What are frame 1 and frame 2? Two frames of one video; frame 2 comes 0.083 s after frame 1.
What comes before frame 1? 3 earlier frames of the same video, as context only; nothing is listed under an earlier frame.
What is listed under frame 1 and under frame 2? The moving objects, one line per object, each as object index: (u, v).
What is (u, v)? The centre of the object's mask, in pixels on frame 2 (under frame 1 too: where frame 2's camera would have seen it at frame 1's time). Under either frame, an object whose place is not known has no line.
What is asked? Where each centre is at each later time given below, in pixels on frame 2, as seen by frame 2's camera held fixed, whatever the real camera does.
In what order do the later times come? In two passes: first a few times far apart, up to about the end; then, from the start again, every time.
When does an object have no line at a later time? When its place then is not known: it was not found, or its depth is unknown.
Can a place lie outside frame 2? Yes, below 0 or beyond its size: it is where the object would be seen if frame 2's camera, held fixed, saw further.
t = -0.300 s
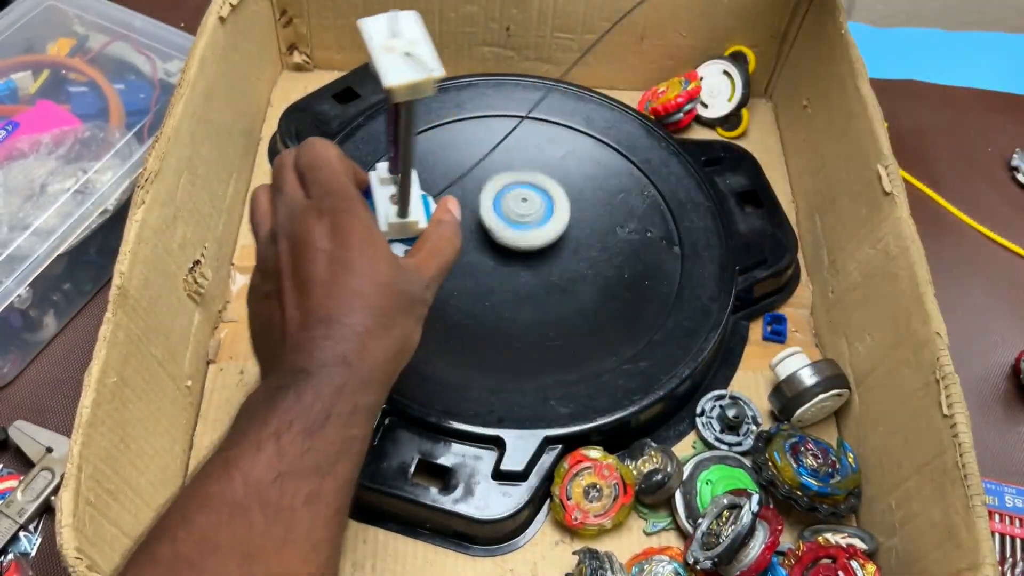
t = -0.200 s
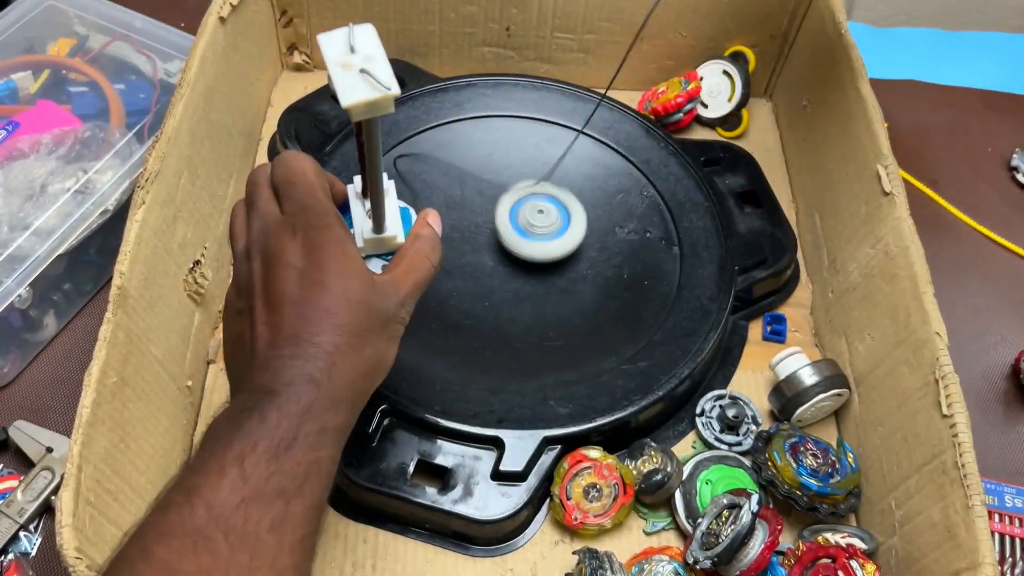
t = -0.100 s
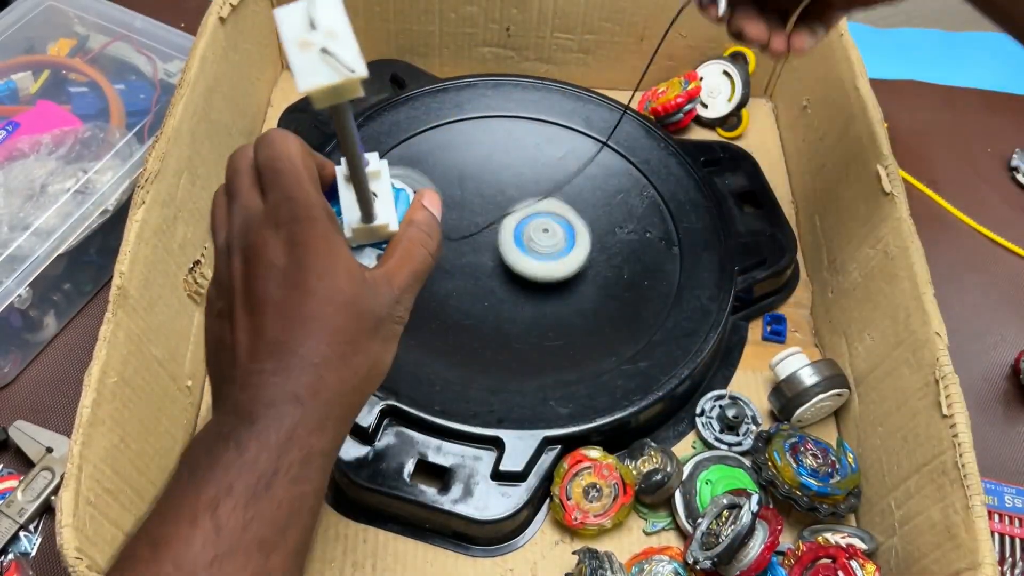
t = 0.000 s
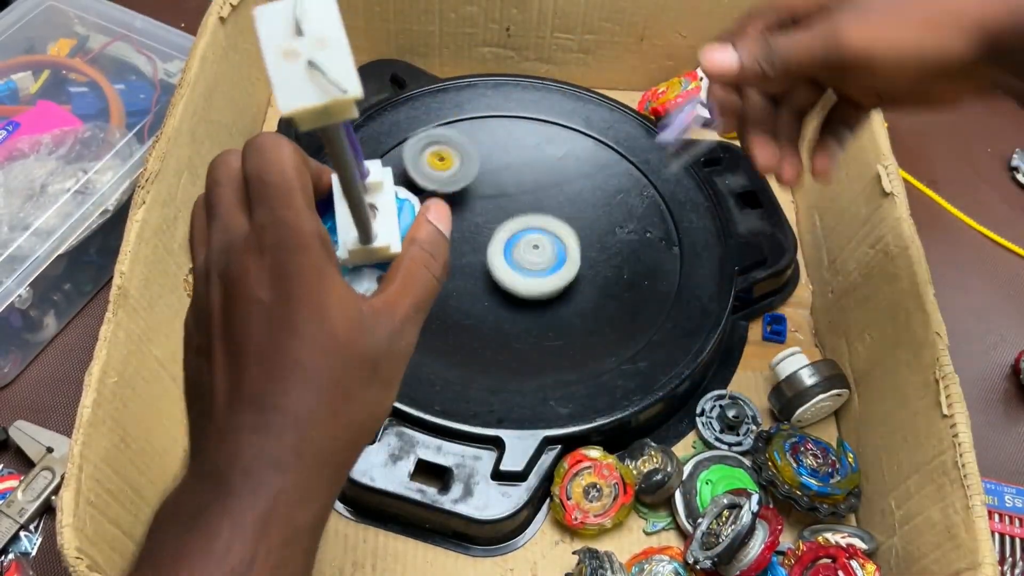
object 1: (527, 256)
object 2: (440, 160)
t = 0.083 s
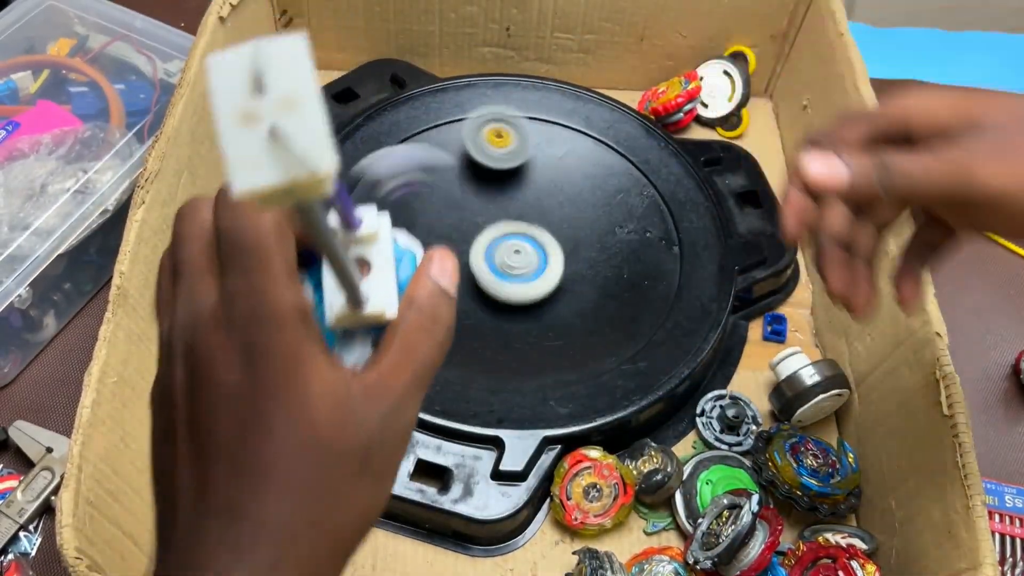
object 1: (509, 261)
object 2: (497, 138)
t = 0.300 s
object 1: (487, 238)
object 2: (628, 229)
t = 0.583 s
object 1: (515, 221)
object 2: (428, 369)
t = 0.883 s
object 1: (524, 256)
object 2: (365, 123)
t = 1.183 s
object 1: (491, 247)
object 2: (684, 212)
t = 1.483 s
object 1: (514, 222)
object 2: (375, 290)
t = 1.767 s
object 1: (537, 248)
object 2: (540, 113)
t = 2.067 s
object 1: (502, 254)
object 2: (608, 339)
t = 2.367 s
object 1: (507, 222)
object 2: (394, 191)
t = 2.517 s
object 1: (524, 219)
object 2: (517, 96)
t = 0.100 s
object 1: (505, 261)
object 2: (509, 138)
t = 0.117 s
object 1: (502, 260)
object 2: (524, 140)
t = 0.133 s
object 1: (499, 259)
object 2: (537, 142)
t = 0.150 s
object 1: (496, 258)
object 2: (549, 147)
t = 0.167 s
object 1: (495, 256)
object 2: (563, 153)
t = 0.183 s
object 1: (493, 255)
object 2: (574, 159)
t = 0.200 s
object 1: (492, 253)
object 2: (585, 166)
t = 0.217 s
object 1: (492, 251)
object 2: (594, 174)
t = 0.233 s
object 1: (491, 248)
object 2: (603, 183)
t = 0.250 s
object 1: (488, 246)
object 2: (612, 194)
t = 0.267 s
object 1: (488, 244)
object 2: (618, 205)
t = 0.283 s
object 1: (487, 241)
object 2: (624, 218)
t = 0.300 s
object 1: (487, 238)
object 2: (628, 229)
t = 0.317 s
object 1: (489, 237)
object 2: (630, 243)
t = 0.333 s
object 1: (487, 235)
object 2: (630, 255)
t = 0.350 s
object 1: (488, 232)
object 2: (629, 269)
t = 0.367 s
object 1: (487, 231)
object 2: (626, 282)
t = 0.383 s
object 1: (489, 228)
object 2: (622, 296)
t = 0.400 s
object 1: (490, 227)
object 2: (616, 308)
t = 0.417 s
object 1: (492, 224)
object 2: (607, 321)
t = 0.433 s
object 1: (493, 222)
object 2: (596, 333)
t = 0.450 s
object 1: (495, 222)
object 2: (584, 343)
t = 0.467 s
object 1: (496, 220)
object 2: (570, 354)
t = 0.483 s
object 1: (499, 219)
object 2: (553, 361)
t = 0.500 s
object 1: (503, 219)
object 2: (535, 365)
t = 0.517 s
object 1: (504, 218)
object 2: (515, 367)
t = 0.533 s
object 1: (508, 219)
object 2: (495, 371)
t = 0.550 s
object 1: (511, 219)
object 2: (473, 370)
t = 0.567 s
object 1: (513, 219)
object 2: (451, 371)
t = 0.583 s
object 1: (515, 221)
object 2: (428, 369)
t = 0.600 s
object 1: (518, 222)
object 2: (405, 366)
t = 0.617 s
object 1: (522, 223)
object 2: (385, 359)
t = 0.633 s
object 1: (525, 225)
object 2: (369, 342)
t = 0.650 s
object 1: (527, 226)
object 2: (353, 327)
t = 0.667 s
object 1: (528, 229)
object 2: (339, 316)
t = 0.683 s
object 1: (530, 231)
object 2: (327, 300)
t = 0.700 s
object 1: (532, 233)
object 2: (319, 283)
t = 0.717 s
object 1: (533, 236)
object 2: (310, 266)
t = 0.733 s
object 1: (531, 239)
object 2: (305, 248)
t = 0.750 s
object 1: (532, 241)
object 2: (304, 231)
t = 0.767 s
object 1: (534, 243)
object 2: (304, 214)
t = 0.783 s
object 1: (534, 245)
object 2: (306, 197)
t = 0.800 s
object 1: (532, 249)
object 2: (311, 181)
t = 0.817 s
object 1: (530, 251)
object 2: (316, 166)
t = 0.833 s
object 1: (529, 252)
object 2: (326, 153)
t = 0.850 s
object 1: (527, 254)
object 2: (338, 142)
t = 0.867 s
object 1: (525, 254)
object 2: (350, 132)
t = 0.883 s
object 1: (524, 256)
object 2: (365, 123)
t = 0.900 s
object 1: (521, 258)
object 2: (380, 117)
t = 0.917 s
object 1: (519, 258)
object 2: (397, 111)
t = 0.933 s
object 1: (517, 259)
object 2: (414, 106)
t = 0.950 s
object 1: (514, 259)
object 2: (433, 104)
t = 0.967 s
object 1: (513, 259)
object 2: (453, 103)
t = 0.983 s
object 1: (510, 259)
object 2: (472, 104)
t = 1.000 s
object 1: (508, 258)
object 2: (494, 105)
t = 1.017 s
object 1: (507, 259)
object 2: (513, 108)
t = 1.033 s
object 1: (504, 258)
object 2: (535, 113)
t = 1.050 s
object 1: (503, 256)
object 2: (557, 120)
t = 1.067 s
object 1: (500, 255)
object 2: (577, 126)
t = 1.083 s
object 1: (499, 254)
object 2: (599, 135)
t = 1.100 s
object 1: (498, 254)
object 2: (617, 146)
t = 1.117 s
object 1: (495, 254)
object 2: (634, 156)
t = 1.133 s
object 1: (494, 251)
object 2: (651, 169)
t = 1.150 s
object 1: (493, 250)
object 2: (664, 183)
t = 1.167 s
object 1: (492, 248)
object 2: (677, 196)
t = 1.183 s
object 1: (491, 247)
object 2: (684, 212)
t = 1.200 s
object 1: (490, 245)
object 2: (684, 232)
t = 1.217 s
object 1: (490, 243)
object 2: (683, 251)
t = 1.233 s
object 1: (489, 242)
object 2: (679, 269)
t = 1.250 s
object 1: (489, 239)
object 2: (670, 288)
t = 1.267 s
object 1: (490, 238)
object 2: (657, 305)
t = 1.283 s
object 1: (489, 236)
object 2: (641, 321)
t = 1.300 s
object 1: (491, 233)
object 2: (621, 334)
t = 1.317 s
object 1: (492, 232)
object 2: (599, 345)
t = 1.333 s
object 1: (494, 230)
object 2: (575, 353)
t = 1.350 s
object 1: (496, 229)
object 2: (549, 358)
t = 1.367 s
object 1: (497, 227)
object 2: (521, 359)
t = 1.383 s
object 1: (500, 225)
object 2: (494, 357)
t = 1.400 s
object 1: (502, 224)
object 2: (467, 351)
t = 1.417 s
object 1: (505, 222)
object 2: (444, 343)
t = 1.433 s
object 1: (507, 223)
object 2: (422, 332)
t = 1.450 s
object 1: (508, 222)
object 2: (403, 319)
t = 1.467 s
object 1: (512, 221)
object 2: (388, 305)
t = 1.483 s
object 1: (514, 222)
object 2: (375, 290)
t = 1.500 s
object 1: (517, 221)
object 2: (366, 275)
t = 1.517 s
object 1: (520, 223)
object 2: (361, 260)
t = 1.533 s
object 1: (521, 223)
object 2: (358, 243)
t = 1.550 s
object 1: (524, 224)
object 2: (358, 227)
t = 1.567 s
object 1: (526, 225)
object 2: (360, 212)
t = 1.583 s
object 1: (529, 227)
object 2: (365, 197)
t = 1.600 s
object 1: (531, 228)
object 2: (373, 184)
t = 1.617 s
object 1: (532, 229)
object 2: (384, 171)
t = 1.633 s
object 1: (535, 232)
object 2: (396, 159)
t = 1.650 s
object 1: (535, 234)
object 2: (409, 148)
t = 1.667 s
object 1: (537, 236)
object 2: (424, 139)
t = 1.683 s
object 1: (537, 238)
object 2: (441, 131)
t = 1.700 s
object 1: (538, 239)
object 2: (460, 123)
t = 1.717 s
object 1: (538, 242)
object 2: (479, 118)
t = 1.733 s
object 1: (538, 244)
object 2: (499, 114)
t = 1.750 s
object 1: (539, 246)
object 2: (521, 112)
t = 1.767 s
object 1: (537, 248)
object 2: (540, 113)
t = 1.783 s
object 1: (536, 249)
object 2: (562, 113)
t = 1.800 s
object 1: (535, 251)
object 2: (582, 116)
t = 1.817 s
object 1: (533, 251)
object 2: (600, 121)
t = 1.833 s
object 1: (532, 254)
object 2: (618, 128)
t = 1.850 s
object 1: (529, 255)
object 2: (634, 139)
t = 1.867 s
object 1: (528, 255)
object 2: (647, 153)
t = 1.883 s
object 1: (525, 256)
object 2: (659, 169)
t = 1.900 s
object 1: (524, 257)
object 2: (669, 185)
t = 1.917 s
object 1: (521, 258)
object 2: (676, 201)
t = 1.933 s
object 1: (519, 258)
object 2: (679, 219)
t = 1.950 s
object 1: (517, 259)
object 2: (681, 237)
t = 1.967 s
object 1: (514, 258)
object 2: (679, 253)
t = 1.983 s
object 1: (513, 258)
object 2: (673, 271)
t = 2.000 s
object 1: (510, 258)
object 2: (666, 287)
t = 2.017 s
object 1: (507, 256)
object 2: (654, 302)
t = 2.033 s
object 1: (505, 256)
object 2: (642, 316)
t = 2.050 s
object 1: (503, 254)
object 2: (626, 328)
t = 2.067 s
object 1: (502, 254)
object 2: (608, 339)
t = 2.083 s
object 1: (499, 252)
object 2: (589, 347)
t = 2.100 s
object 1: (499, 249)
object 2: (568, 353)
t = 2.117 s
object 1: (497, 248)
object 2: (548, 357)
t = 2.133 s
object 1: (496, 245)
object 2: (526, 358)
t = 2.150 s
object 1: (496, 244)
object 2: (505, 357)
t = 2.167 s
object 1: (495, 241)
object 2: (485, 352)
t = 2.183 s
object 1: (495, 240)
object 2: (466, 346)
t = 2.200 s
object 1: (494, 238)
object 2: (448, 337)
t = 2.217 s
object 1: (496, 235)
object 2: (432, 327)
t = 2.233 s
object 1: (496, 234)
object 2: (418, 315)
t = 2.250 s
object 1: (497, 231)
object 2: (407, 302)
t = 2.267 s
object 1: (498, 230)
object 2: (398, 287)
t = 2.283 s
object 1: (499, 227)
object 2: (391, 271)
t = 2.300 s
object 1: (501, 227)
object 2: (386, 255)
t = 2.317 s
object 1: (502, 225)
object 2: (385, 239)
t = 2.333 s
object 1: (505, 224)
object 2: (386, 222)
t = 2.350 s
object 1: (505, 223)
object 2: (389, 206)
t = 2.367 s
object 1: (507, 222)
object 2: (394, 191)
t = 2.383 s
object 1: (508, 221)
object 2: (402, 176)
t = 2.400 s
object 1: (510, 220)
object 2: (411, 162)
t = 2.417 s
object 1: (512, 220)
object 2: (421, 149)
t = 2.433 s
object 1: (514, 219)
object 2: (434, 137)
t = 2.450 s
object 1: (516, 220)
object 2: (449, 126)
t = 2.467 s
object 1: (517, 219)
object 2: (464, 117)
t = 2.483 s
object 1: (520, 220)
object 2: (481, 109)
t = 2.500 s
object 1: (521, 219)
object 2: (500, 101)
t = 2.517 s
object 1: (524, 219)
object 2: (517, 96)
